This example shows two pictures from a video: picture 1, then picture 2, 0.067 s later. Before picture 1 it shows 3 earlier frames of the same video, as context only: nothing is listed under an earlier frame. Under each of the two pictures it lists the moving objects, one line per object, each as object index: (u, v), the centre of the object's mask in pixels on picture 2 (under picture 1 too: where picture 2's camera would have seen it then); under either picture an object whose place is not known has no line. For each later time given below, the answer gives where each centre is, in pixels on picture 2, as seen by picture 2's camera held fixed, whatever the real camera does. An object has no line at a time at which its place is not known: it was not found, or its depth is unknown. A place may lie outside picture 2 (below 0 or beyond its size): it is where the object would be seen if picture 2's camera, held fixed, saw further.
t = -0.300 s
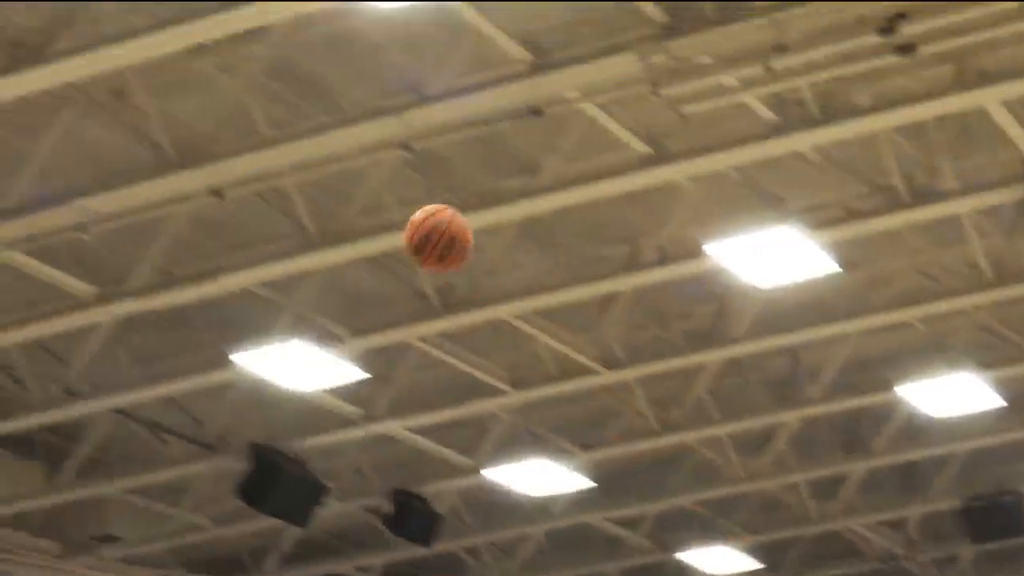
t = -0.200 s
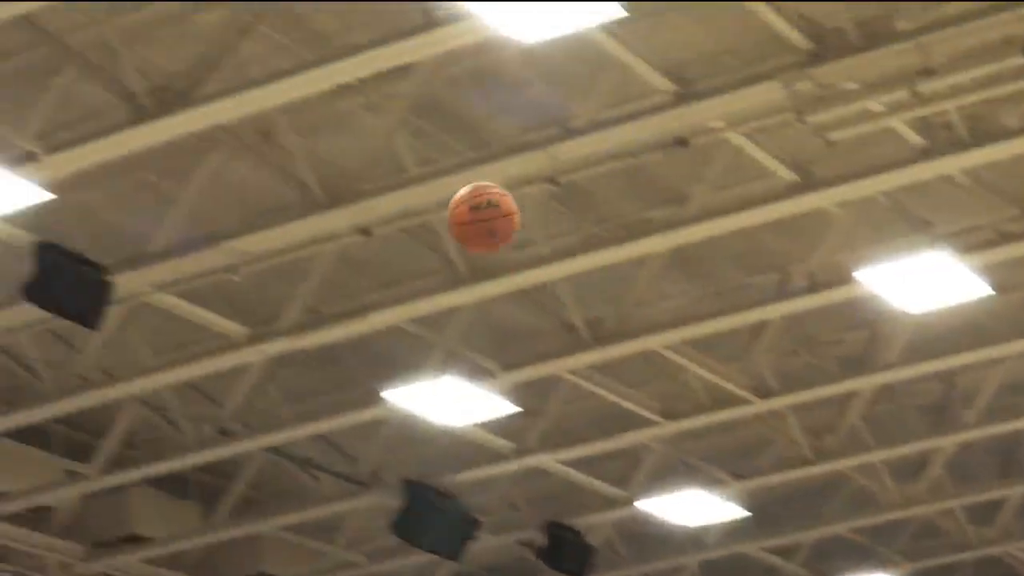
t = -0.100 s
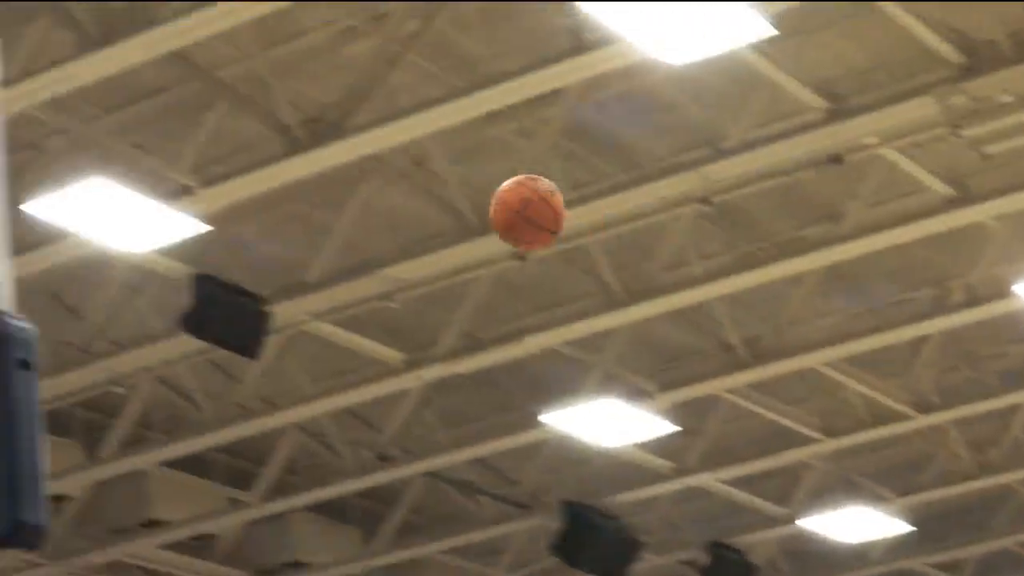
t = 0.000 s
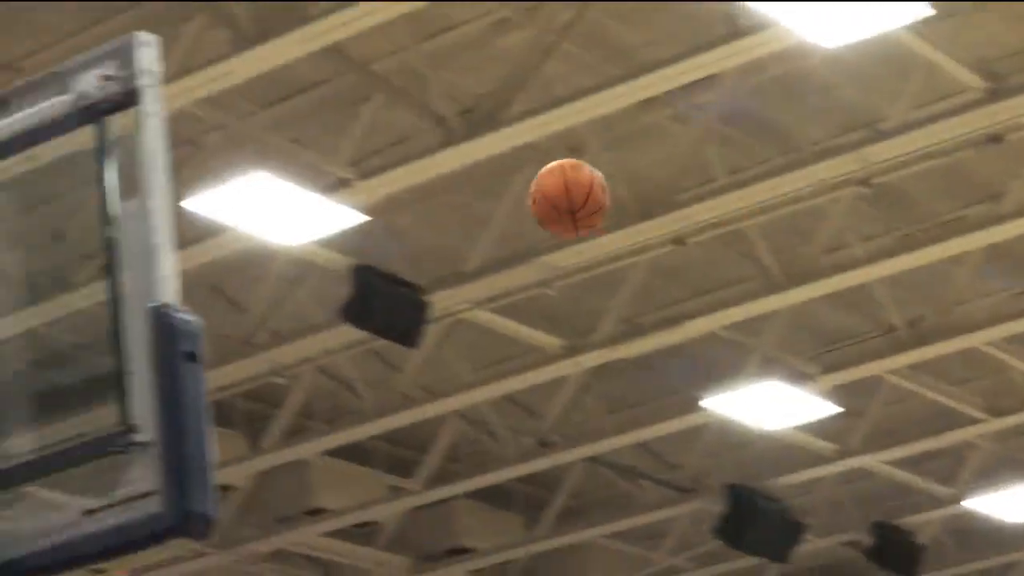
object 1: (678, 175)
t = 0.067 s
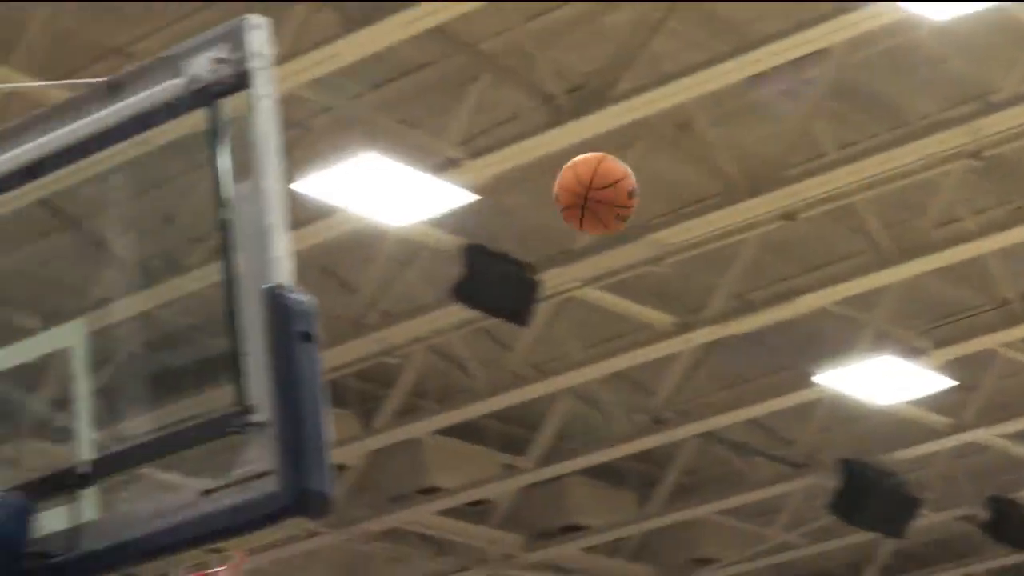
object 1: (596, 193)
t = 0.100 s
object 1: (553, 208)
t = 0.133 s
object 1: (509, 227)
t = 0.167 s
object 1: (463, 252)
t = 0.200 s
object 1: (415, 279)
